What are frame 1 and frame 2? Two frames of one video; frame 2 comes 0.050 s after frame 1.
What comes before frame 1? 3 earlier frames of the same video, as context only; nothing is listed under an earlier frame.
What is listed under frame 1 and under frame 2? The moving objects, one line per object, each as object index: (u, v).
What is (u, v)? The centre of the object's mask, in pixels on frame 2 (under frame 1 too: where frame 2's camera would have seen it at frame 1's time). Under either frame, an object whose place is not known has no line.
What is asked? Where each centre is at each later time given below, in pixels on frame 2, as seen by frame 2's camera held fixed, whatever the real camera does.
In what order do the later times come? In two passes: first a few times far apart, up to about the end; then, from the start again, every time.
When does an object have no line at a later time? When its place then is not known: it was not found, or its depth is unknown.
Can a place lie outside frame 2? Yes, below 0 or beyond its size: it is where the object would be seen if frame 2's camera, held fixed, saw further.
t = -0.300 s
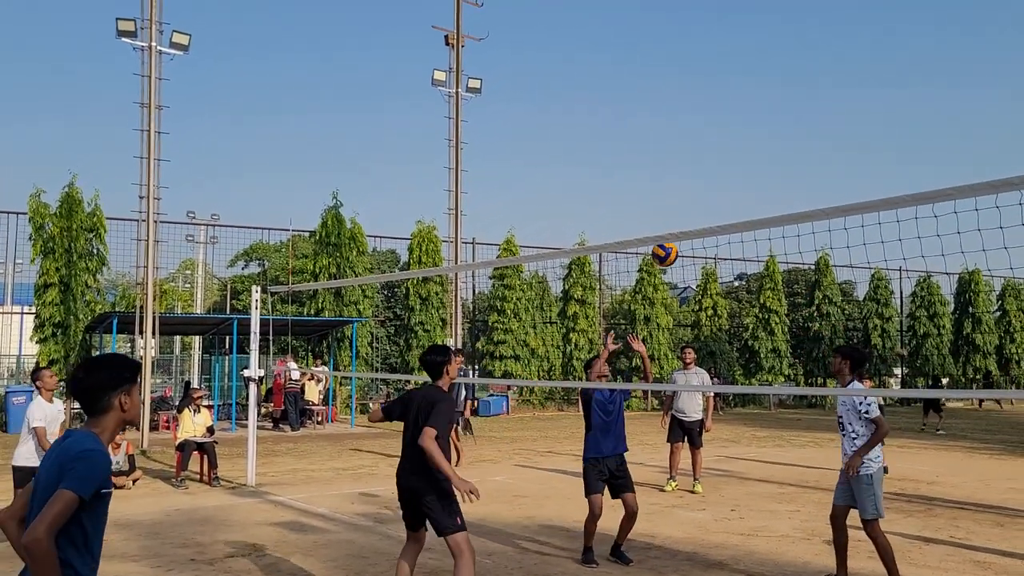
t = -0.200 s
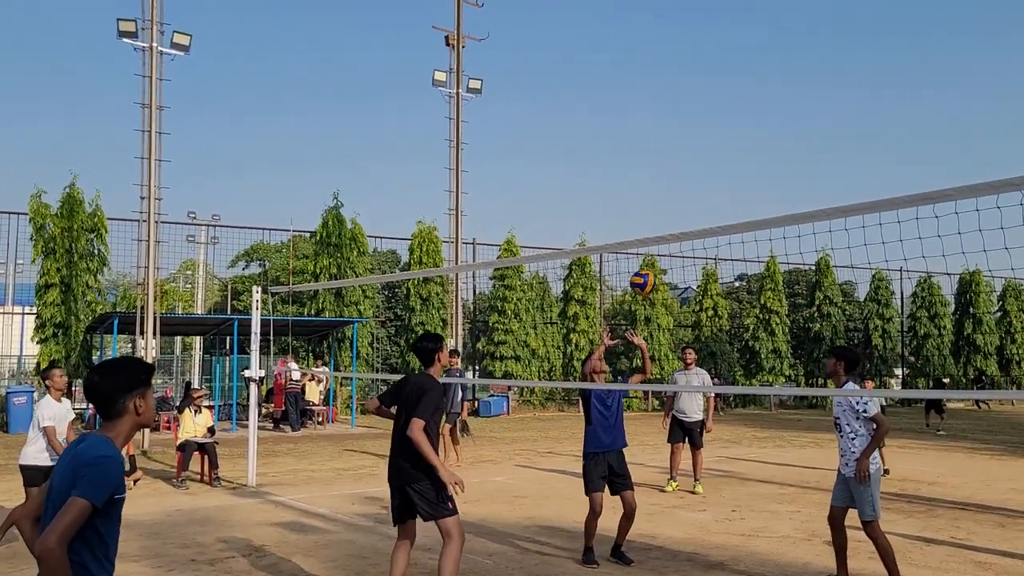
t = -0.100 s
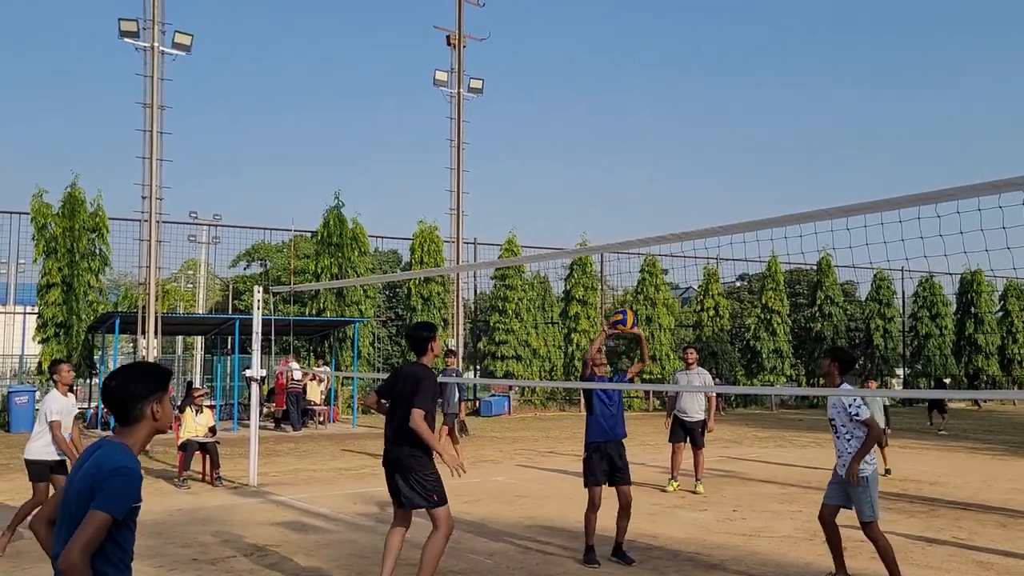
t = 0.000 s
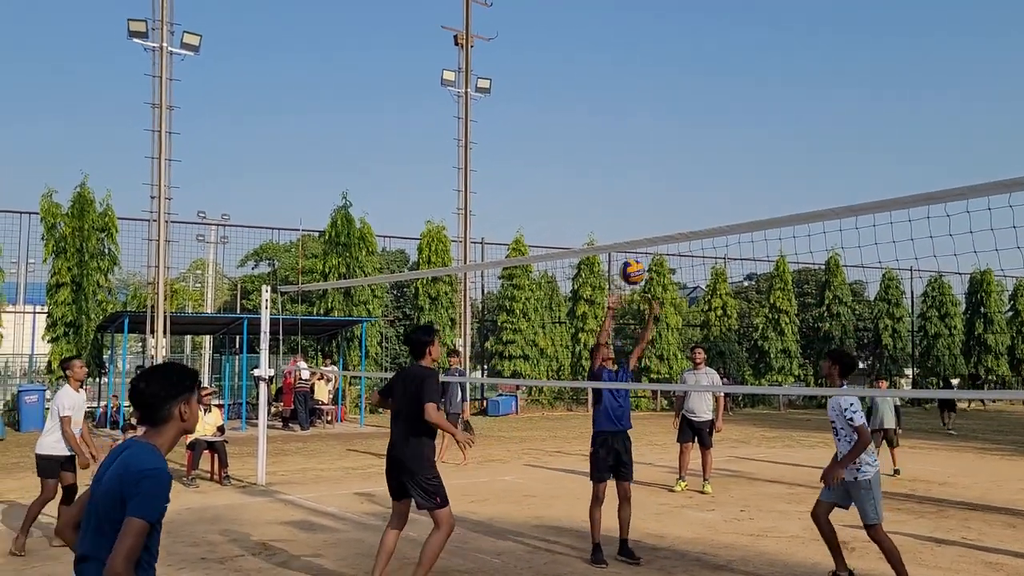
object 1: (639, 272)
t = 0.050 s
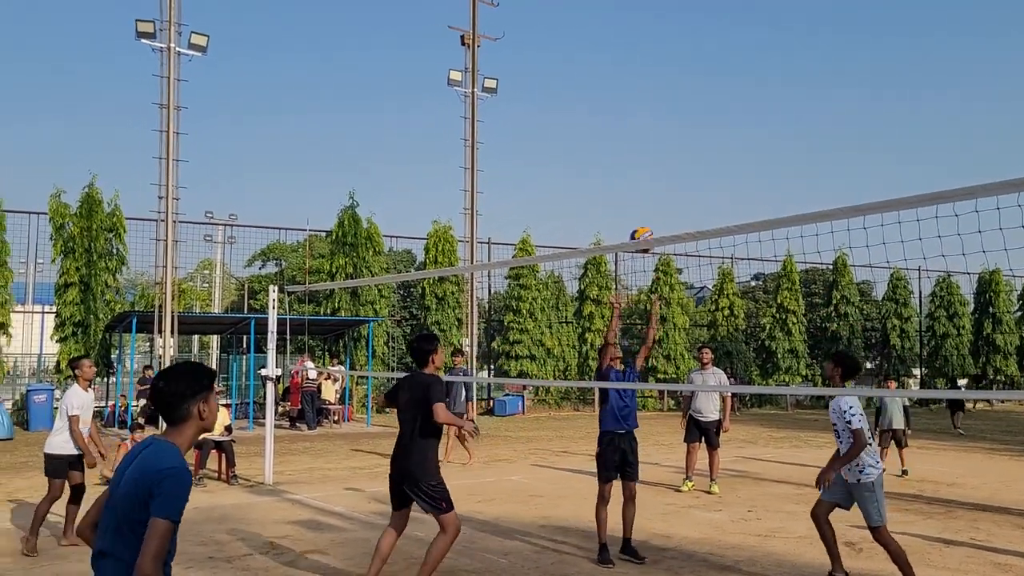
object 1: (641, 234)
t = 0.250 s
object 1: (656, 140)
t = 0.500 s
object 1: (675, 84)
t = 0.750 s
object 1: (697, 101)
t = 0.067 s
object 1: (643, 229)
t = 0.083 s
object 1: (644, 220)
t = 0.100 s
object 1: (646, 211)
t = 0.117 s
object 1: (647, 201)
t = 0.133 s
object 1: (648, 192)
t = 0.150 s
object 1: (649, 184)
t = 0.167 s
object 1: (650, 176)
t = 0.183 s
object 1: (651, 168)
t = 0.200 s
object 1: (653, 161)
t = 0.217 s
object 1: (654, 154)
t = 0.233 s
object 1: (655, 147)
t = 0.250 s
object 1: (656, 140)
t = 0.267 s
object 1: (657, 134)
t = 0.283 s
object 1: (659, 128)
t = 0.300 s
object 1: (660, 123)
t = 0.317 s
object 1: (661, 118)
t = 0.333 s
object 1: (662, 113)
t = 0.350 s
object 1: (664, 108)
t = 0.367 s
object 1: (665, 104)
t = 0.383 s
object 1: (666, 101)
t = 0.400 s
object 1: (667, 97)
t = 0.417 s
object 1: (669, 94)
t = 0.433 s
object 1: (670, 92)
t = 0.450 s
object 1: (671, 89)
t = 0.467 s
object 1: (672, 87)
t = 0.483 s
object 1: (674, 85)
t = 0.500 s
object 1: (675, 84)
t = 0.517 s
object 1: (677, 82)
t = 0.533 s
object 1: (678, 82)
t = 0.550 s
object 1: (680, 81)
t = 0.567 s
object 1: (681, 81)
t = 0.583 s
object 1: (682, 81)
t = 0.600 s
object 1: (684, 81)
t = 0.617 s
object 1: (685, 82)
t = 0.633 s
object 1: (687, 84)
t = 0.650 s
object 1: (688, 85)
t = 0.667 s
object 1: (689, 87)
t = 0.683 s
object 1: (691, 89)
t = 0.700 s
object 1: (693, 91)
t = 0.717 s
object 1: (694, 94)
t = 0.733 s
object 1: (695, 98)
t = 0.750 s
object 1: (697, 101)
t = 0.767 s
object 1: (698, 105)
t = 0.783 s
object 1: (700, 110)
